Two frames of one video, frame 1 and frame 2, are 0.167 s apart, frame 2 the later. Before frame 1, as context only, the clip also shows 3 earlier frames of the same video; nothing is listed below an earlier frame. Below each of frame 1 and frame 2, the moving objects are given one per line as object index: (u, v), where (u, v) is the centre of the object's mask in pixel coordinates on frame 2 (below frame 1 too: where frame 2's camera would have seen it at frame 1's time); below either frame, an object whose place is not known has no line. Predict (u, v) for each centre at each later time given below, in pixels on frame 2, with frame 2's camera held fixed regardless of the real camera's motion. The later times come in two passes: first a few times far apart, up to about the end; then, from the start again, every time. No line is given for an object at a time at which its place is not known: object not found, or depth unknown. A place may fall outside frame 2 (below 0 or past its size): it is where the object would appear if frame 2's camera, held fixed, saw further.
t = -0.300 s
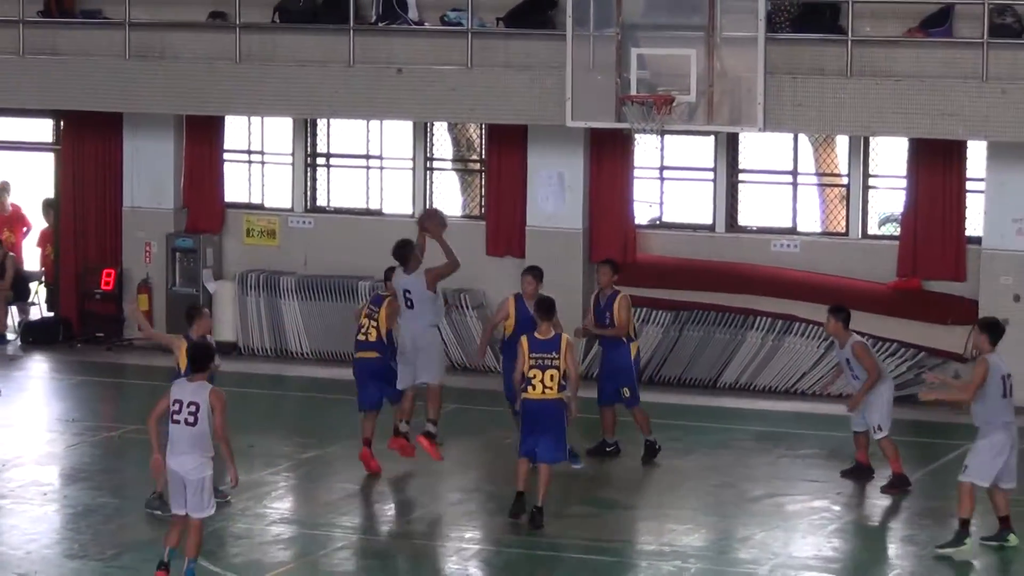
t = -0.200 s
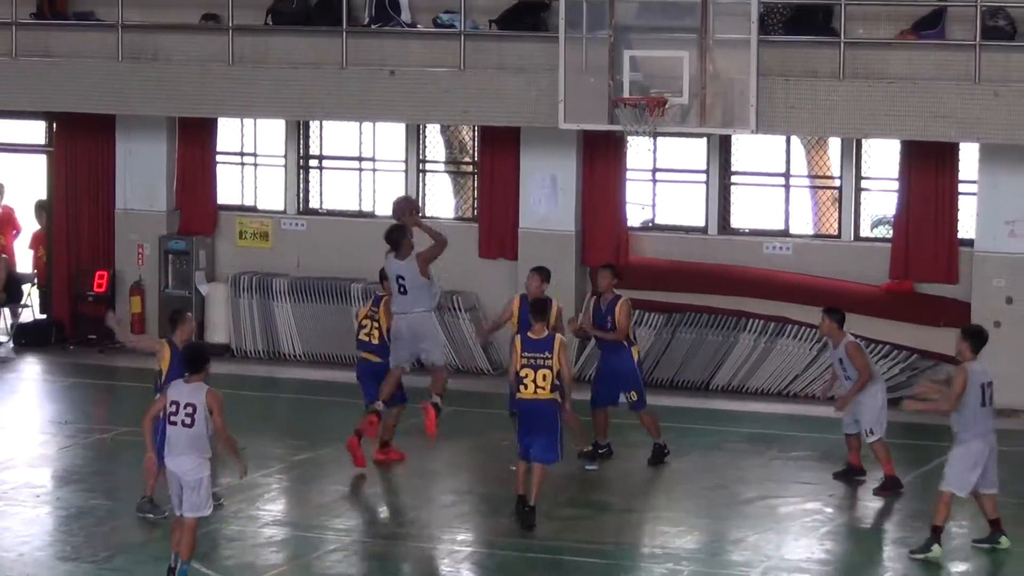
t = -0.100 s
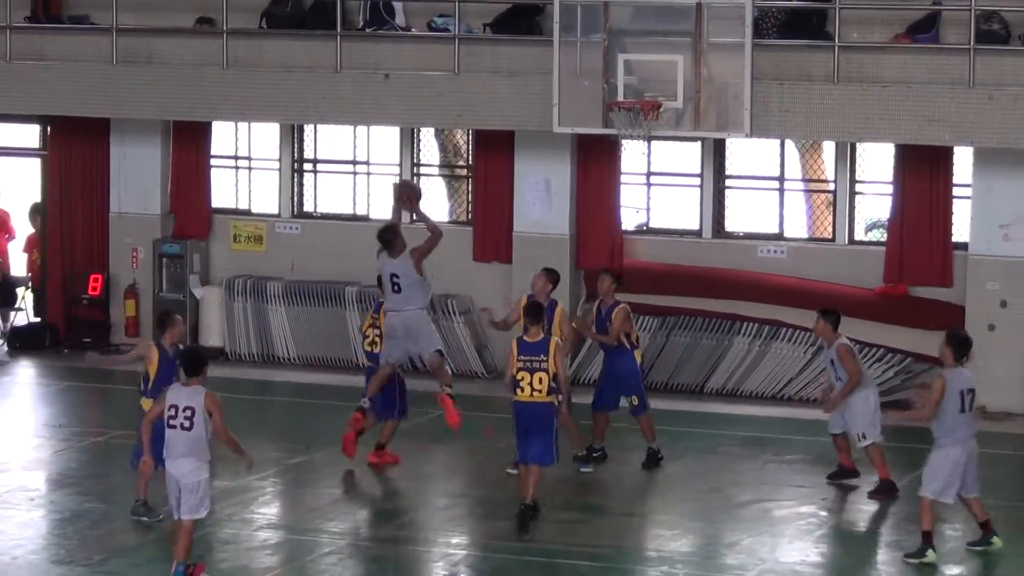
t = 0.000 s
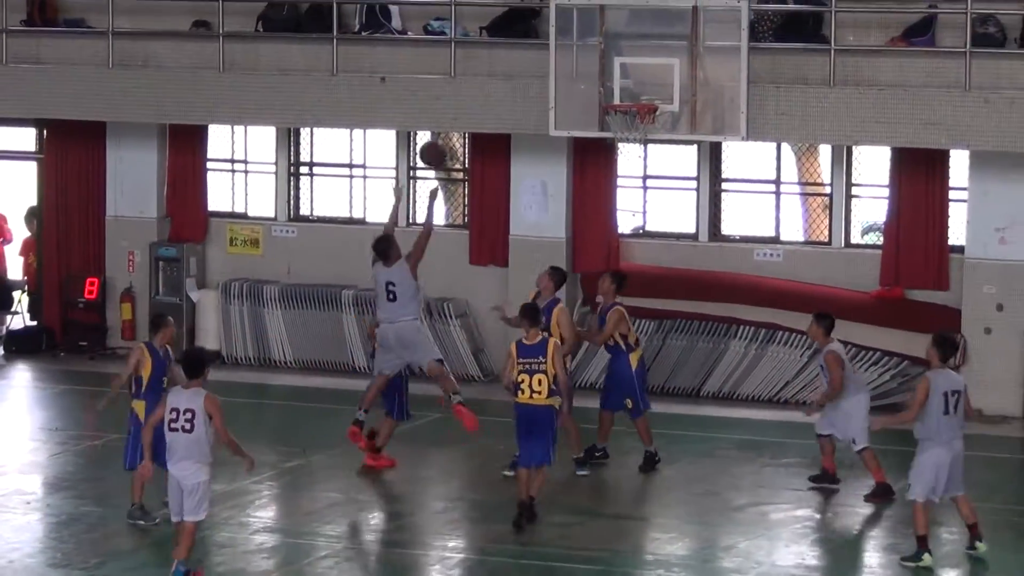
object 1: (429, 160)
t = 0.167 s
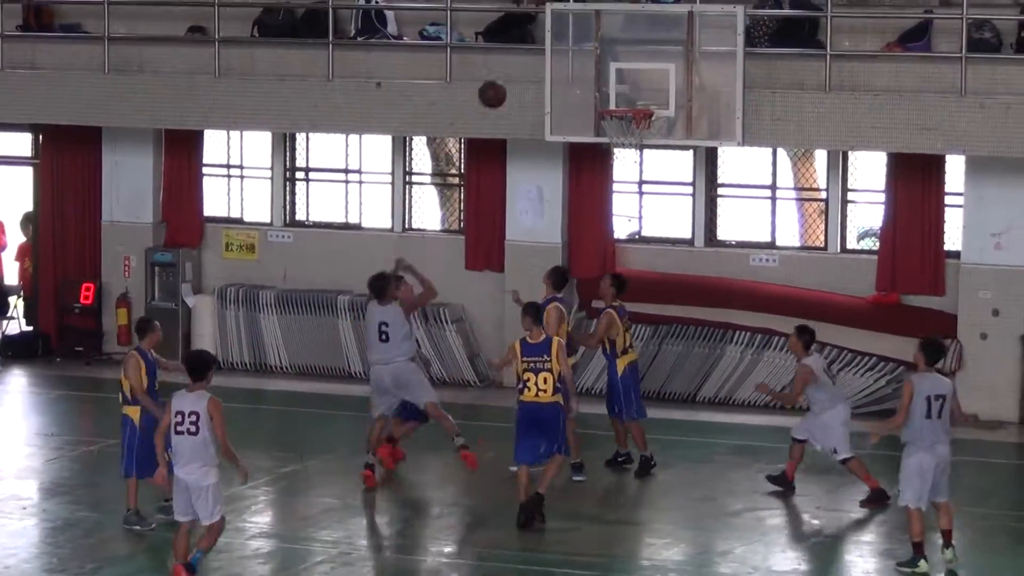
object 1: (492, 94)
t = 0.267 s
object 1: (529, 72)
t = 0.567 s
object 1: (635, 72)
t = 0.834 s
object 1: (692, 103)
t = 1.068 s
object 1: (742, 154)
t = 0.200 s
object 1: (504, 86)
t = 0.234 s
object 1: (517, 78)
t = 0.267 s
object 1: (529, 72)
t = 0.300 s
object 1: (541, 67)
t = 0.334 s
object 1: (553, 63)
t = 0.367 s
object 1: (566, 60)
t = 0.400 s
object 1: (577, 59)
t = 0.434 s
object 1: (589, 59)
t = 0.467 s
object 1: (600, 61)
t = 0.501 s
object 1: (612, 64)
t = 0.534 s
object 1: (624, 67)
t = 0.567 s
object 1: (635, 72)
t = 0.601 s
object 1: (646, 79)
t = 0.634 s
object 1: (658, 87)
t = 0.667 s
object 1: (663, 95)
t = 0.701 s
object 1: (664, 102)
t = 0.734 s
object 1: (672, 101)
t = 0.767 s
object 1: (678, 100)
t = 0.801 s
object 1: (685, 101)
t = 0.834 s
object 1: (692, 103)
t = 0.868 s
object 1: (700, 107)
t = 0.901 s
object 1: (707, 111)
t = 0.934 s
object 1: (714, 117)
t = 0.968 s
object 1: (721, 125)
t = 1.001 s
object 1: (728, 133)
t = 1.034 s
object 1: (735, 142)
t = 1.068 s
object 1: (742, 154)
